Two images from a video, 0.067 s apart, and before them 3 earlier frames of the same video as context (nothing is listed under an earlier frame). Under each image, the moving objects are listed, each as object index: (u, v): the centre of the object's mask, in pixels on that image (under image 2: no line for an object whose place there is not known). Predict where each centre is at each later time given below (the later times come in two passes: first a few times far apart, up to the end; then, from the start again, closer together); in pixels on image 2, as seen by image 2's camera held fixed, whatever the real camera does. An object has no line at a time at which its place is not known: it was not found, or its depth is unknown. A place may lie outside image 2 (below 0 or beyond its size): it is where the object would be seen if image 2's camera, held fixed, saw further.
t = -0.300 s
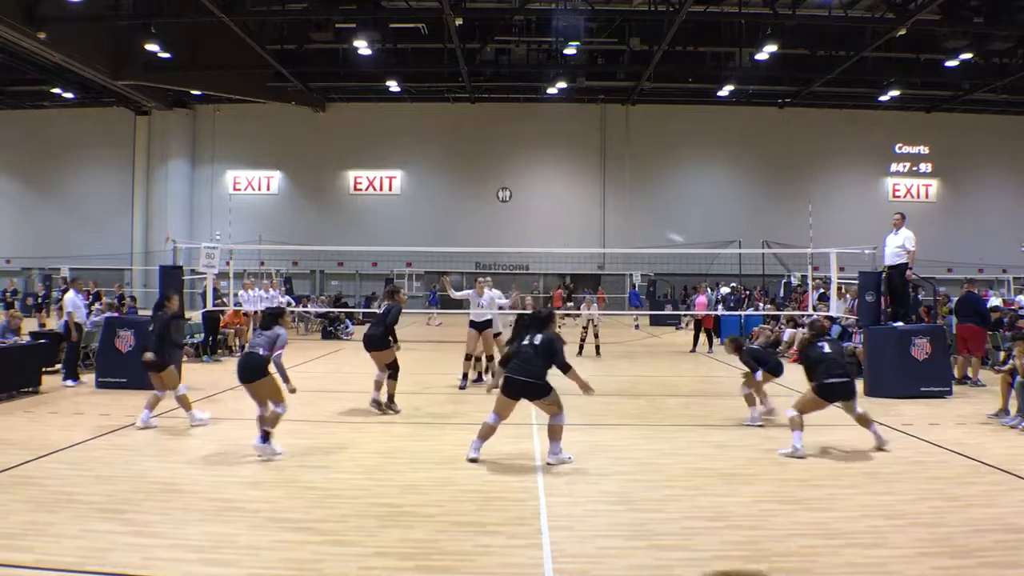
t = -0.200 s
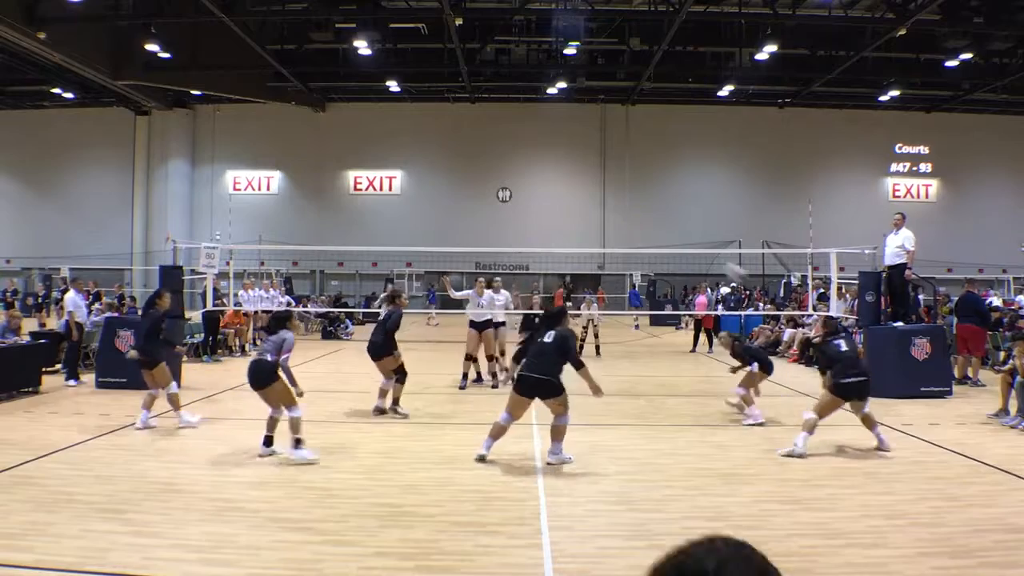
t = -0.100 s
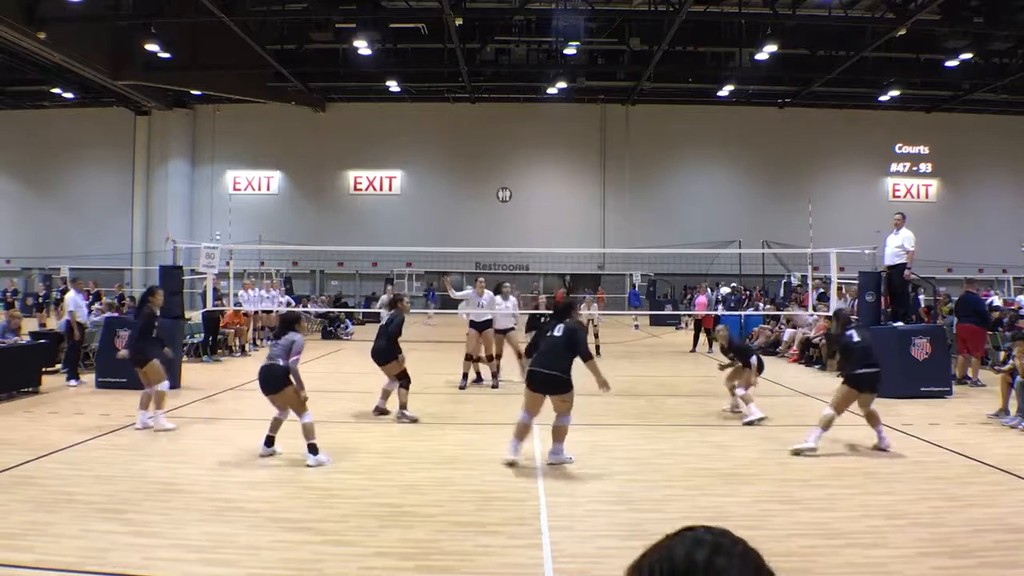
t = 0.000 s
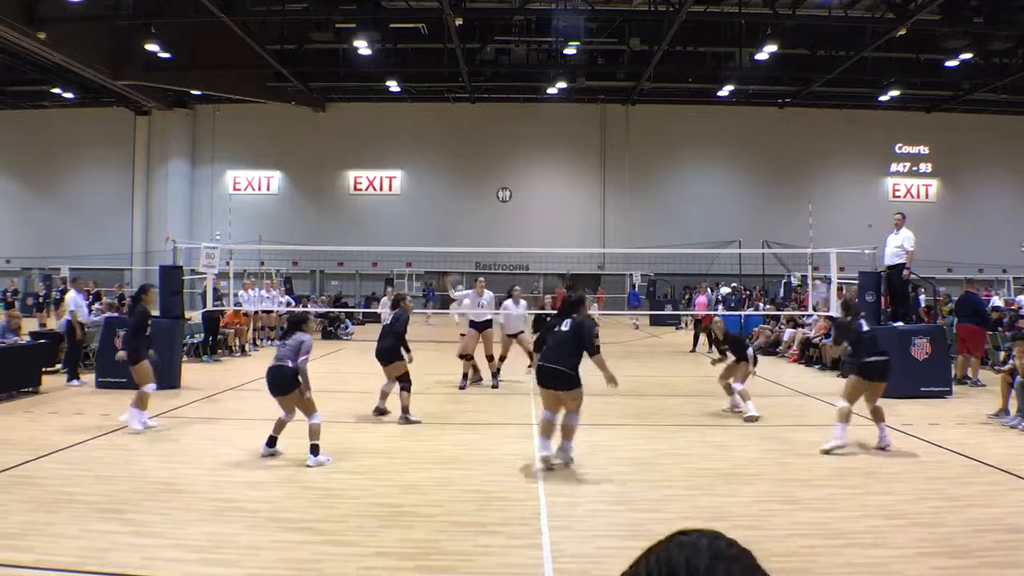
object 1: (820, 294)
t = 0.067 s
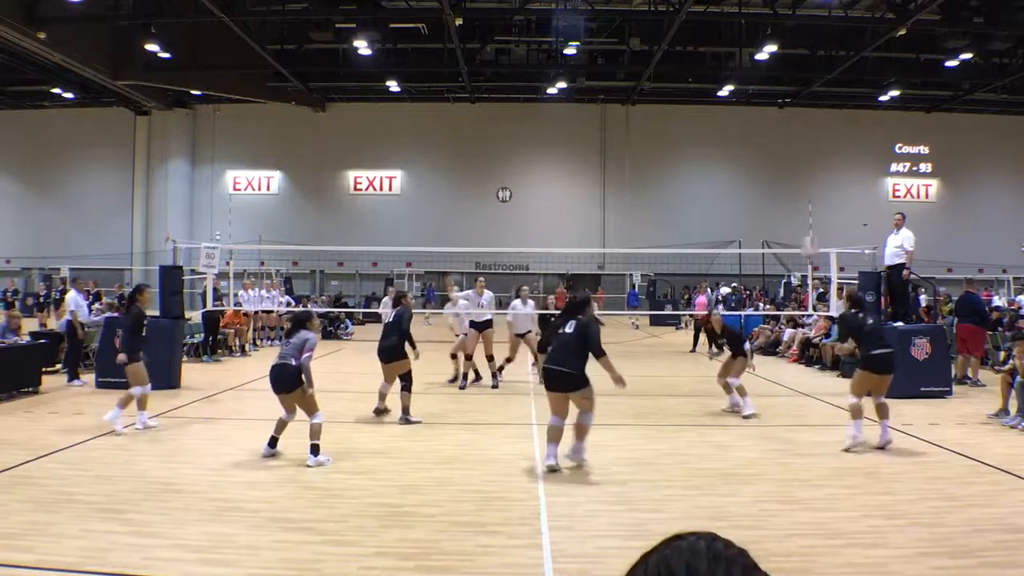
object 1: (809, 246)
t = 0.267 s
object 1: (778, 143)
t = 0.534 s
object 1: (742, 65)
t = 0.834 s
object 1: (704, 45)
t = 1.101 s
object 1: (674, 82)
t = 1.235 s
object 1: (660, 118)
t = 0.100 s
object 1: (805, 228)
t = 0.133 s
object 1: (799, 206)
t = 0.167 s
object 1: (794, 190)
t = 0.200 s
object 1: (789, 174)
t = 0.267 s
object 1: (778, 143)
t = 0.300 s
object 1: (774, 131)
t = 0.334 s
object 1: (769, 117)
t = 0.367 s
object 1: (764, 106)
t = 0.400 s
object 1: (759, 96)
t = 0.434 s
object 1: (755, 88)
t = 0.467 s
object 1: (750, 79)
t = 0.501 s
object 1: (746, 72)
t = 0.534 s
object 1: (742, 65)
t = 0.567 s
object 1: (737, 59)
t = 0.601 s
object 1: (733, 55)
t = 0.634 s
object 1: (728, 51)
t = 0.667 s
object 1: (724, 48)
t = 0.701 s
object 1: (720, 45)
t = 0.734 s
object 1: (716, 44)
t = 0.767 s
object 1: (712, 44)
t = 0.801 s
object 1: (708, 44)
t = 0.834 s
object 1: (704, 45)
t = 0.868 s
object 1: (700, 47)
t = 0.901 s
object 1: (696, 49)
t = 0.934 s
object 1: (693, 53)
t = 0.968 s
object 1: (689, 57)
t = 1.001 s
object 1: (685, 62)
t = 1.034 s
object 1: (682, 68)
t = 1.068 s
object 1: (678, 74)
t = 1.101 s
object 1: (674, 82)
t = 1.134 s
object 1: (670, 90)
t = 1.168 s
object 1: (667, 98)
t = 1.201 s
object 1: (663, 107)
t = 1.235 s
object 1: (660, 118)
